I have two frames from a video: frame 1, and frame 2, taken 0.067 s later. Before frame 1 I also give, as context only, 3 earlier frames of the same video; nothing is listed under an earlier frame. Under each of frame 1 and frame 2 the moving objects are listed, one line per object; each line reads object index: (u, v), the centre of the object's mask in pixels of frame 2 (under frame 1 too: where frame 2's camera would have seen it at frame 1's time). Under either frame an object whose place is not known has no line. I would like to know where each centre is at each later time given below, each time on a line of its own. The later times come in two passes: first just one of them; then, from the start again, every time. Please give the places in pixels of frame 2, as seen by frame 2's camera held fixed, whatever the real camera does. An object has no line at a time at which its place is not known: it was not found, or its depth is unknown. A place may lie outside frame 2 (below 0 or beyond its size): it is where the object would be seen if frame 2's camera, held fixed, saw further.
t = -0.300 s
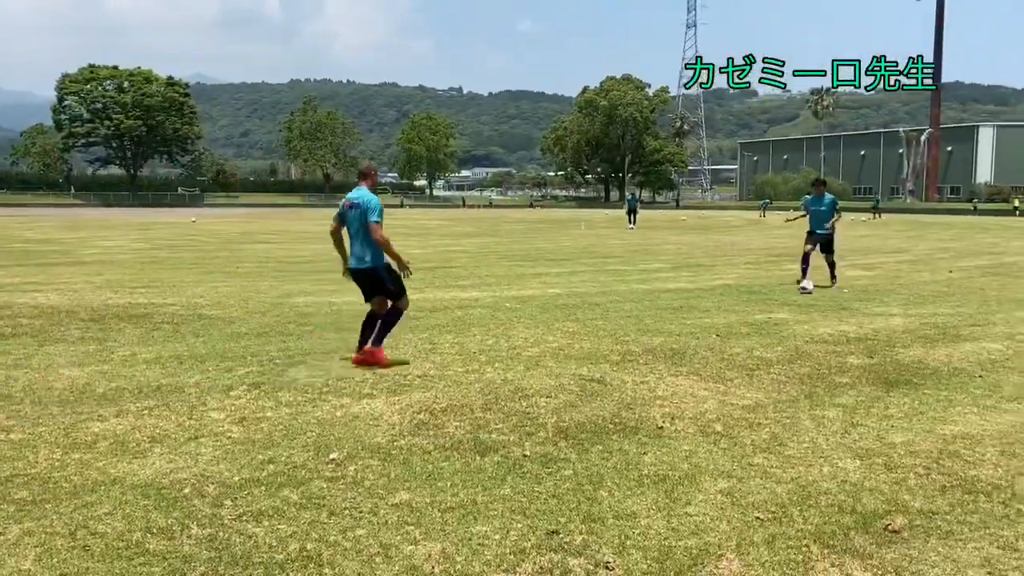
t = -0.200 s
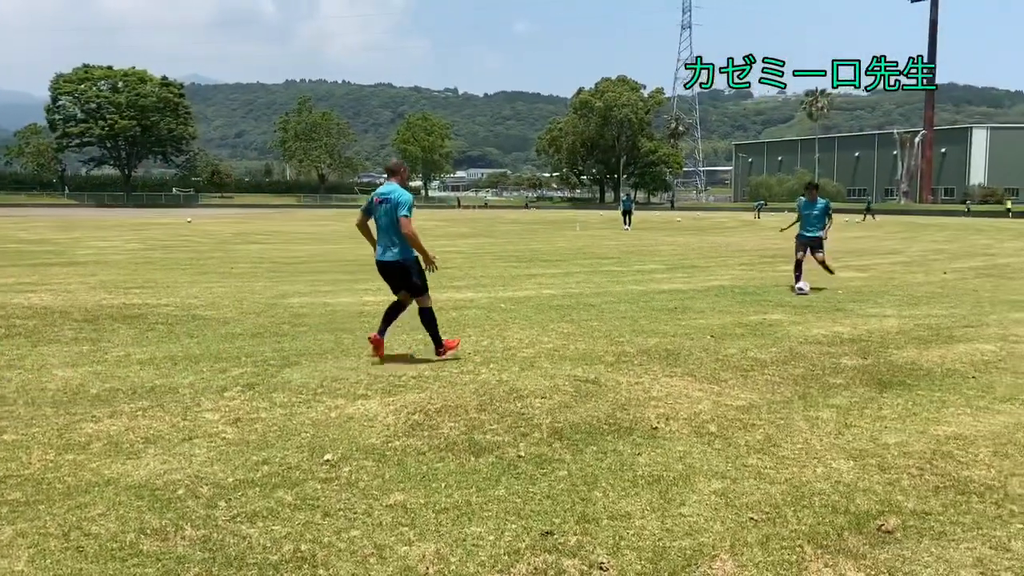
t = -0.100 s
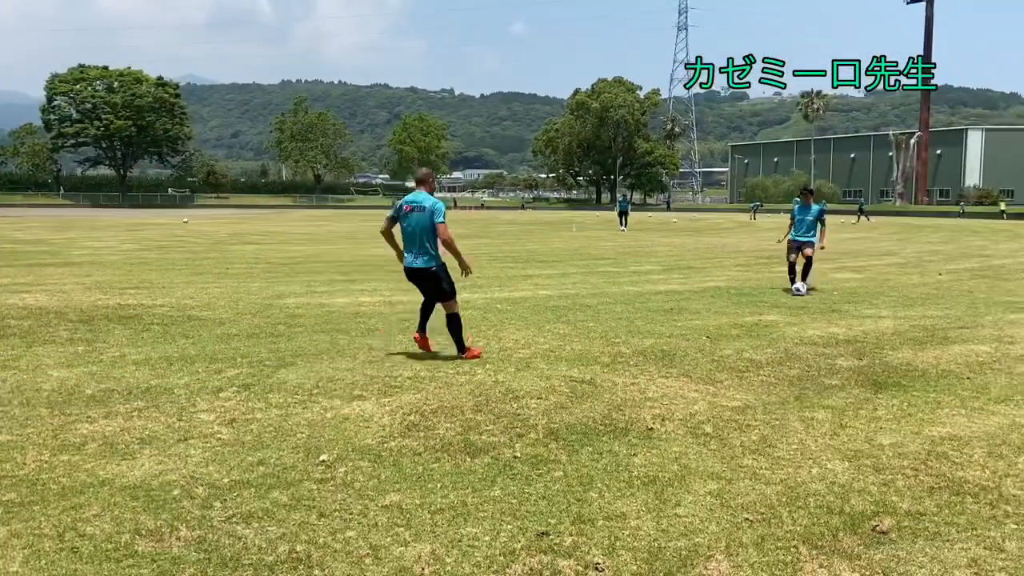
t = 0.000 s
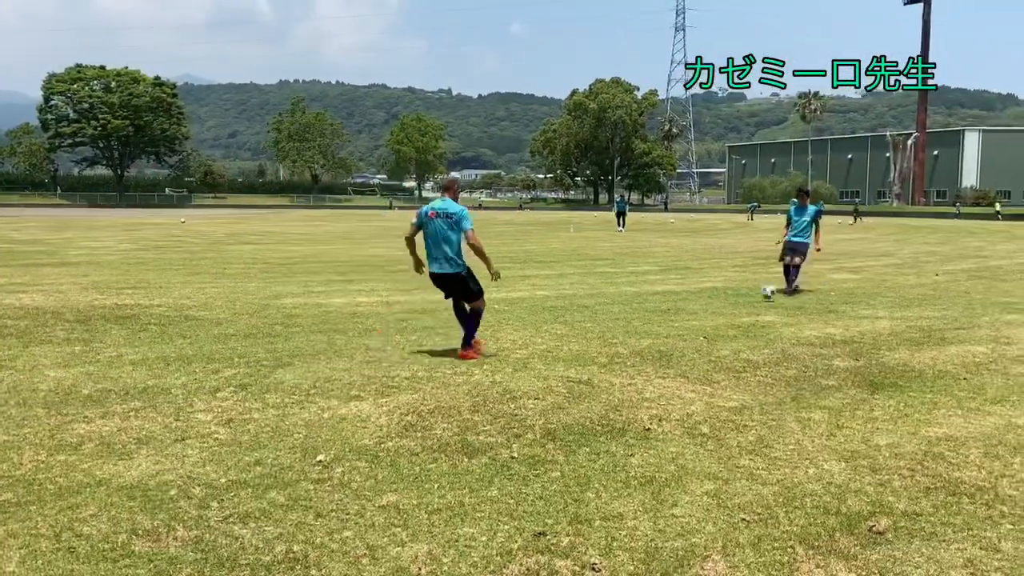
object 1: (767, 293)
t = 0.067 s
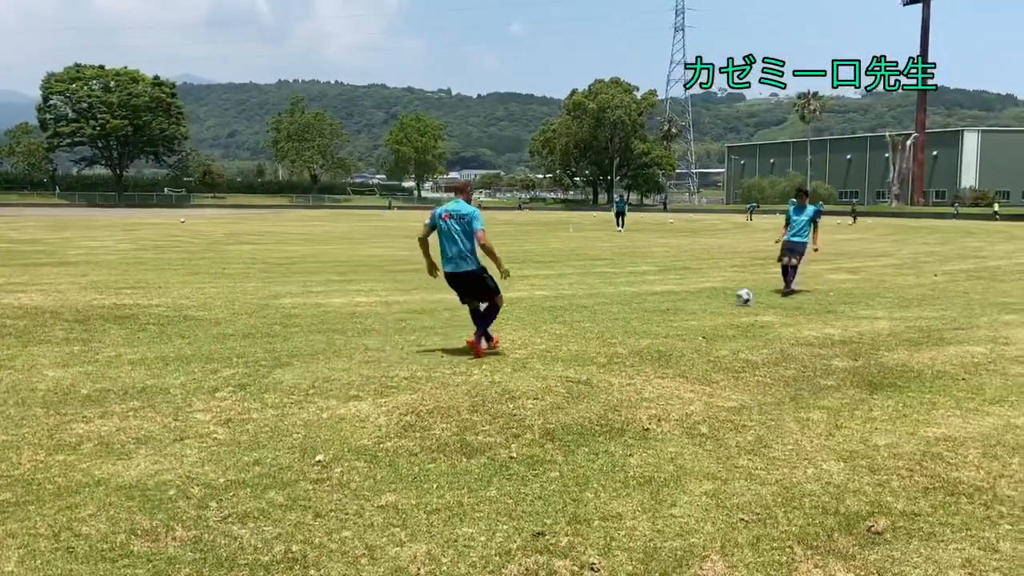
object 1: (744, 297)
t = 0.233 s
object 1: (682, 308)
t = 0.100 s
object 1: (731, 300)
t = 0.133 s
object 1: (719, 303)
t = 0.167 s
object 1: (707, 304)
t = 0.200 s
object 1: (694, 306)
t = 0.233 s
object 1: (682, 308)
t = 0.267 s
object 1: (669, 310)
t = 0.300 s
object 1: (655, 312)
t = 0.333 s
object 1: (642, 314)
